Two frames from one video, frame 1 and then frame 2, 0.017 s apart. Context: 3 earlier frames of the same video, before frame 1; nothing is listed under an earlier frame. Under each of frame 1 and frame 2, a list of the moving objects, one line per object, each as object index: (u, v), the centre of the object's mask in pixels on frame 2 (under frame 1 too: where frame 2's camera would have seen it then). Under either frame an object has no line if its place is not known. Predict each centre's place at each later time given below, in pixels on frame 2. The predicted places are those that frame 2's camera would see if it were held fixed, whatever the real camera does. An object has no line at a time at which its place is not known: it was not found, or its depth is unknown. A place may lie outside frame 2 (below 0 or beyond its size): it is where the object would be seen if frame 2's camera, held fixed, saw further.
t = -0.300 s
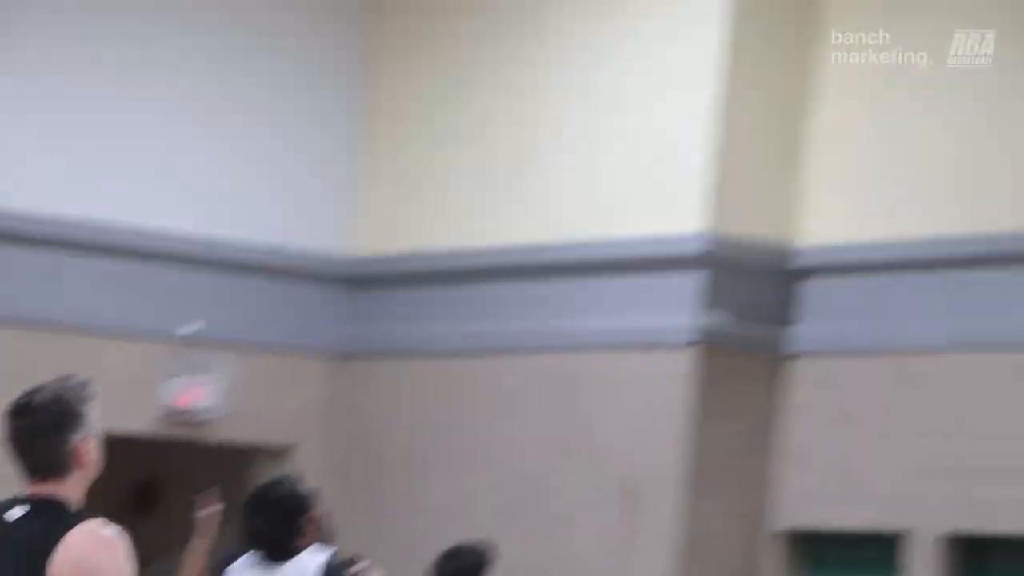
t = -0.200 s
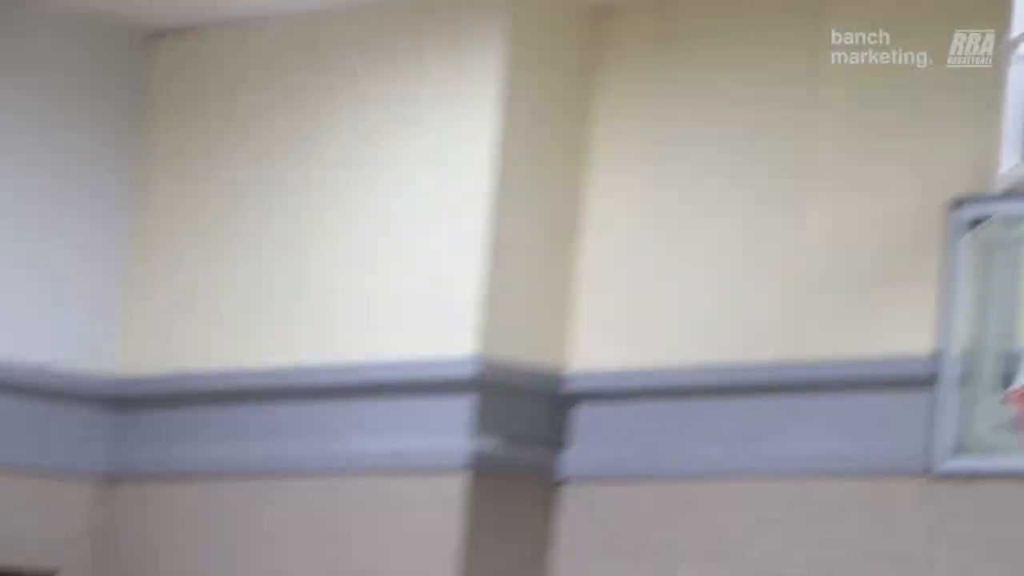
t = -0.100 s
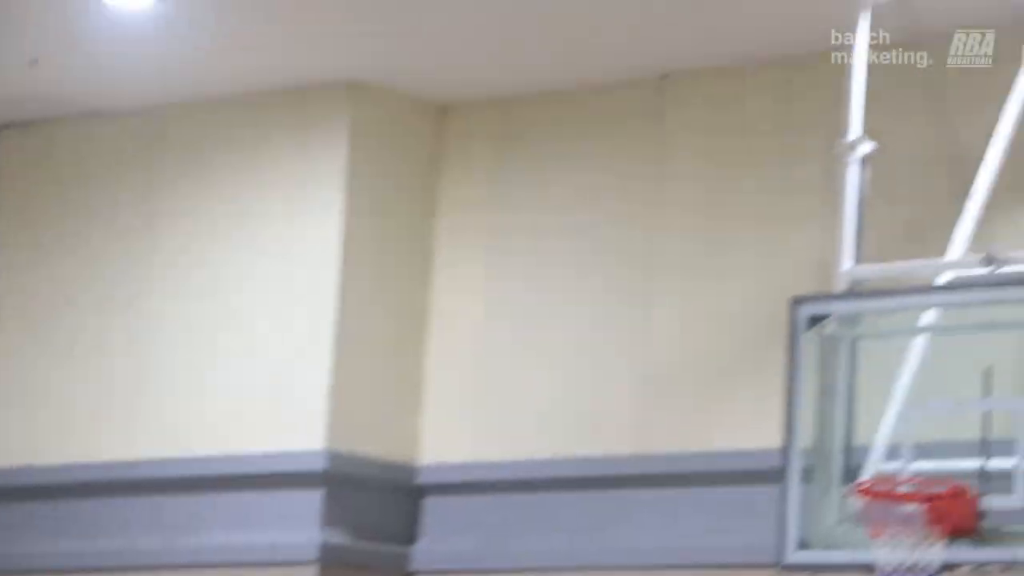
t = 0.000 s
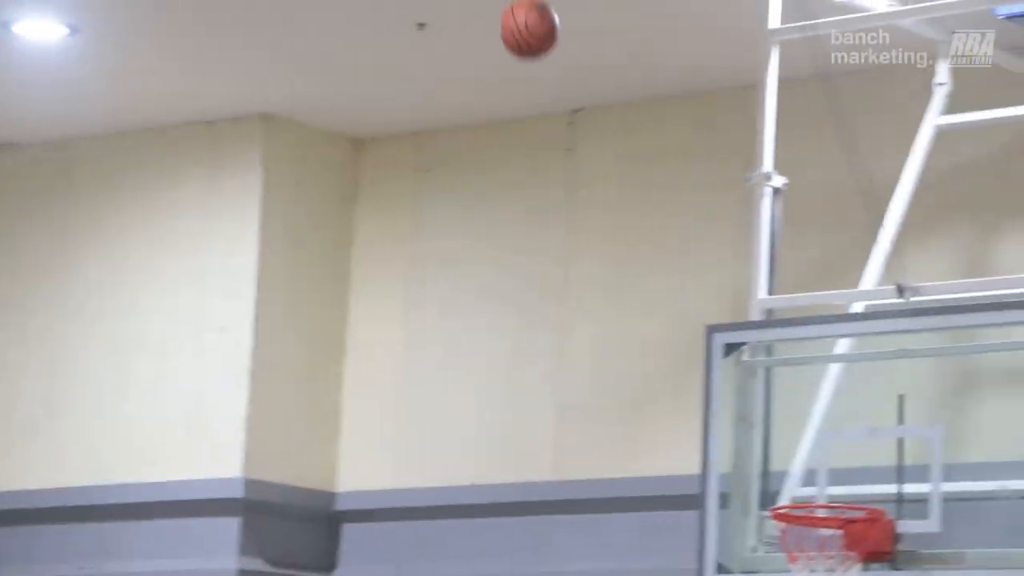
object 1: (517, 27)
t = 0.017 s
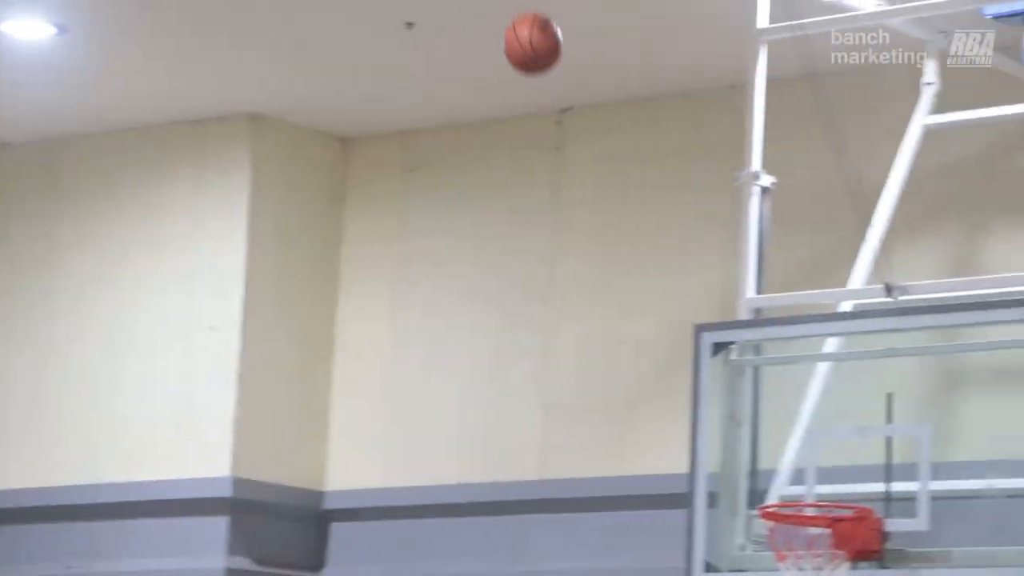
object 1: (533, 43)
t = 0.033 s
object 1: (547, 60)
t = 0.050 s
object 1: (562, 77)
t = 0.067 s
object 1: (576, 95)
